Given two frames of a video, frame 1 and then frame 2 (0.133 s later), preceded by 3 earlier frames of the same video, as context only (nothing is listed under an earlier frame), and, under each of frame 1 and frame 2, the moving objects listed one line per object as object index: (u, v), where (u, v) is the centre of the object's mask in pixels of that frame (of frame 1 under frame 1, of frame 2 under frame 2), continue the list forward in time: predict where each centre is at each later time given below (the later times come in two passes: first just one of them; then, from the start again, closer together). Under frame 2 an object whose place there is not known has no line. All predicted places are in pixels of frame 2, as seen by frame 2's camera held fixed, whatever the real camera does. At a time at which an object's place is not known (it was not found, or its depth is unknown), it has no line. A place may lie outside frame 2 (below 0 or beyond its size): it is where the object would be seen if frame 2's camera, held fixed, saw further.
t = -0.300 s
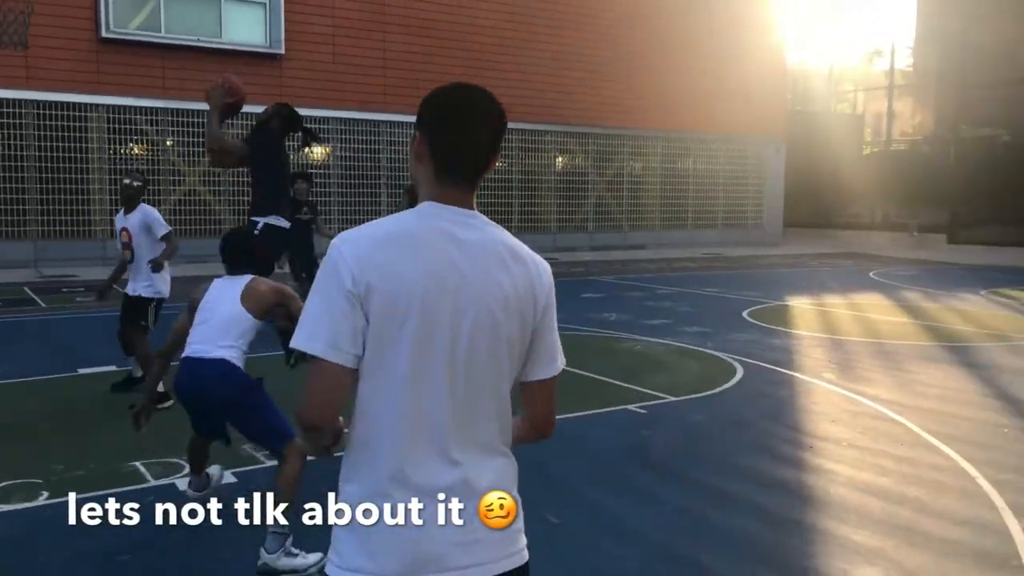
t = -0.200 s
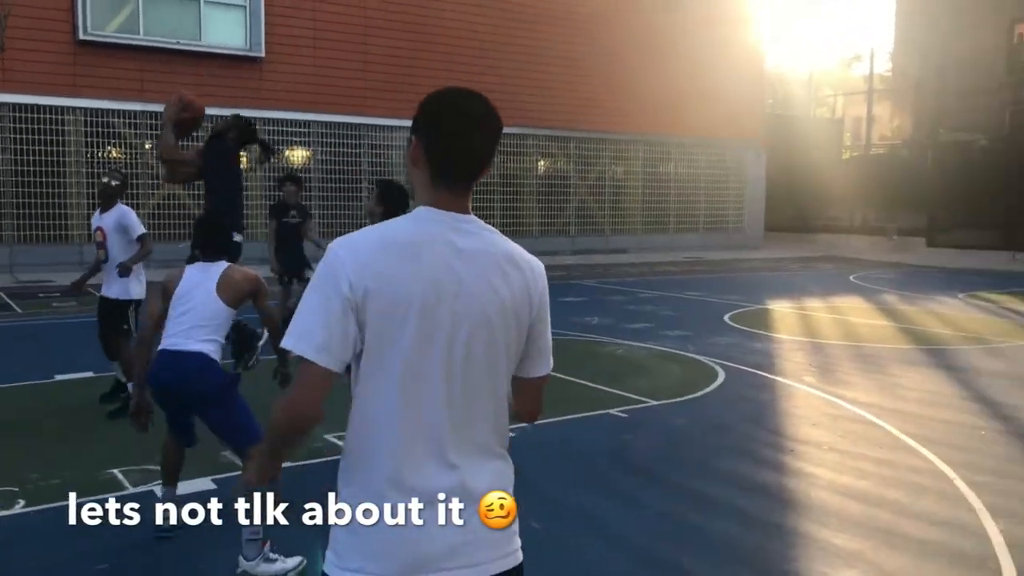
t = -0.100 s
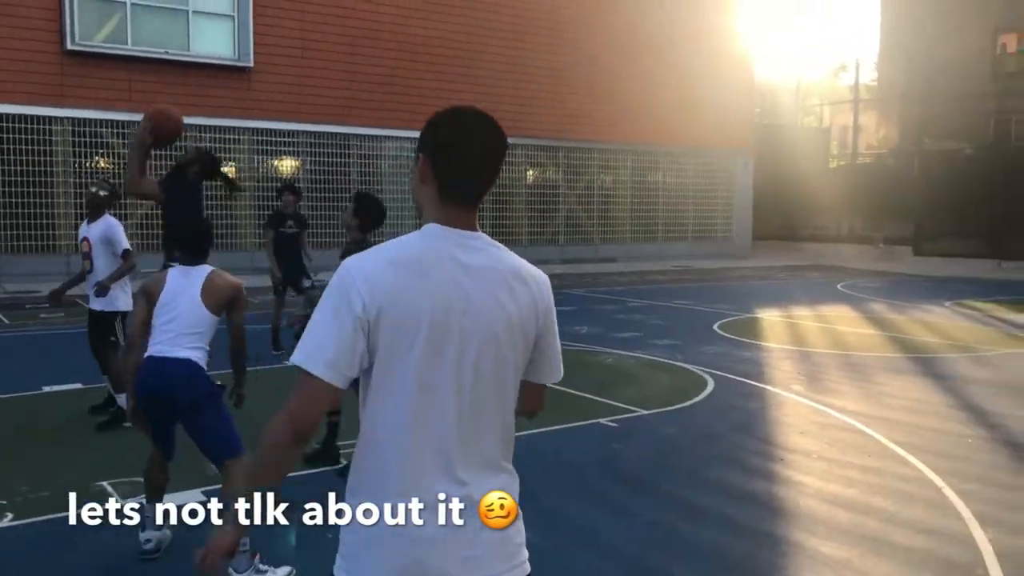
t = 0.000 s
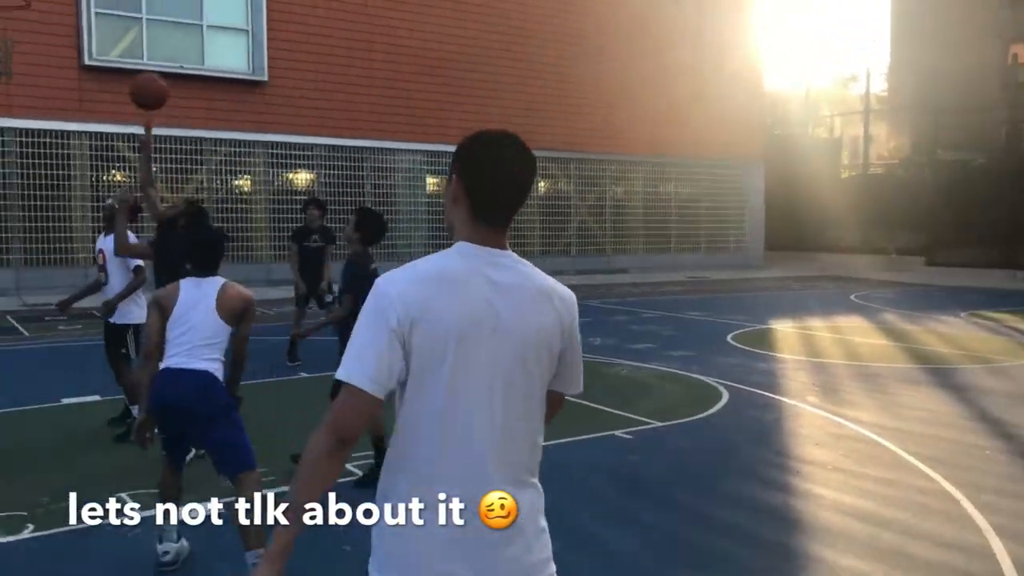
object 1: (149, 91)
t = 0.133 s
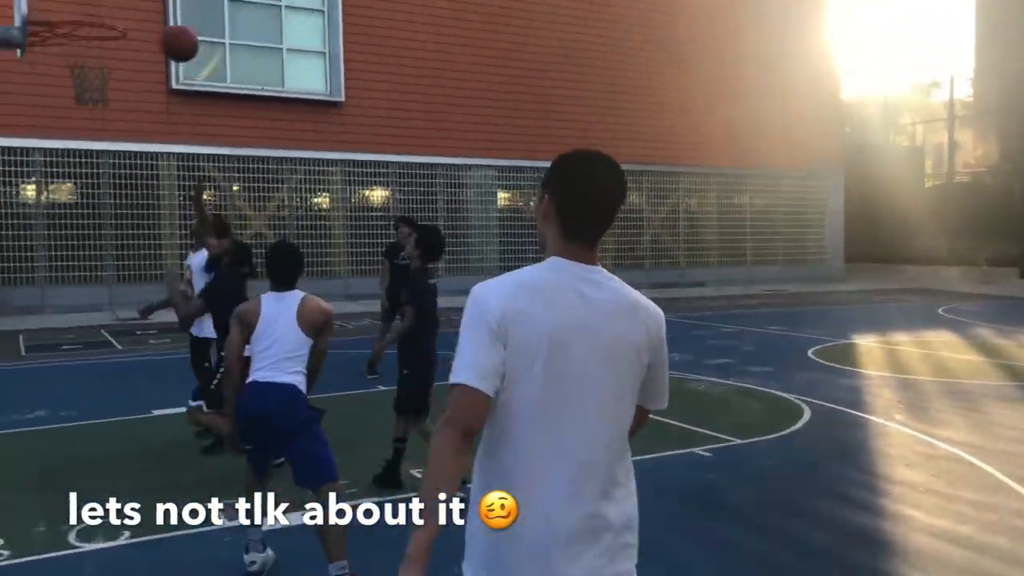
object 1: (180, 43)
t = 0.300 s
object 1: (114, -6)
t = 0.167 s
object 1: (166, 30)
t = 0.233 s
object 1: (140, 10)
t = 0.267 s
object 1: (127, 1)
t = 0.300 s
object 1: (114, -6)
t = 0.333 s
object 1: (101, -12)
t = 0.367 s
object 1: (89, -15)
